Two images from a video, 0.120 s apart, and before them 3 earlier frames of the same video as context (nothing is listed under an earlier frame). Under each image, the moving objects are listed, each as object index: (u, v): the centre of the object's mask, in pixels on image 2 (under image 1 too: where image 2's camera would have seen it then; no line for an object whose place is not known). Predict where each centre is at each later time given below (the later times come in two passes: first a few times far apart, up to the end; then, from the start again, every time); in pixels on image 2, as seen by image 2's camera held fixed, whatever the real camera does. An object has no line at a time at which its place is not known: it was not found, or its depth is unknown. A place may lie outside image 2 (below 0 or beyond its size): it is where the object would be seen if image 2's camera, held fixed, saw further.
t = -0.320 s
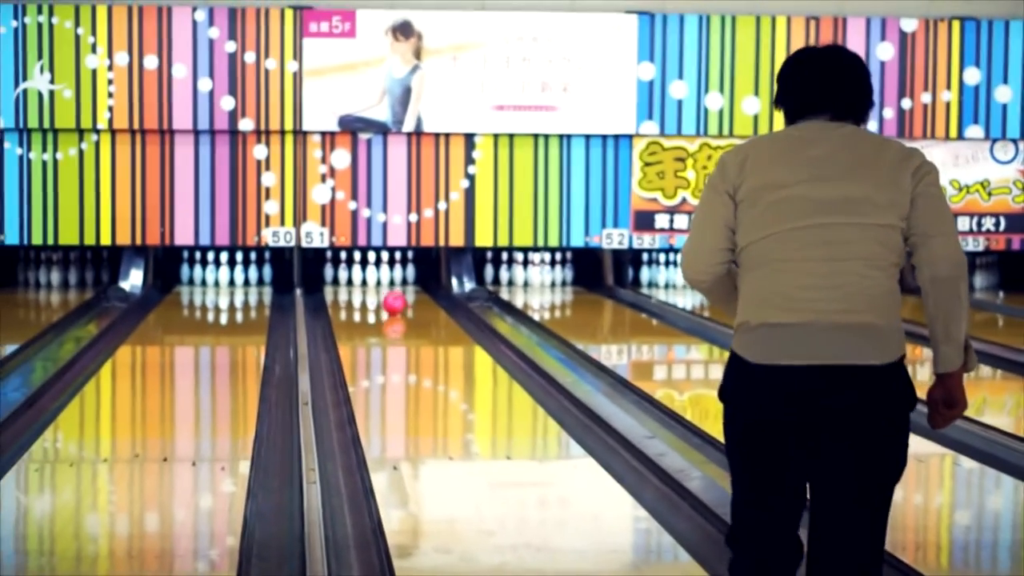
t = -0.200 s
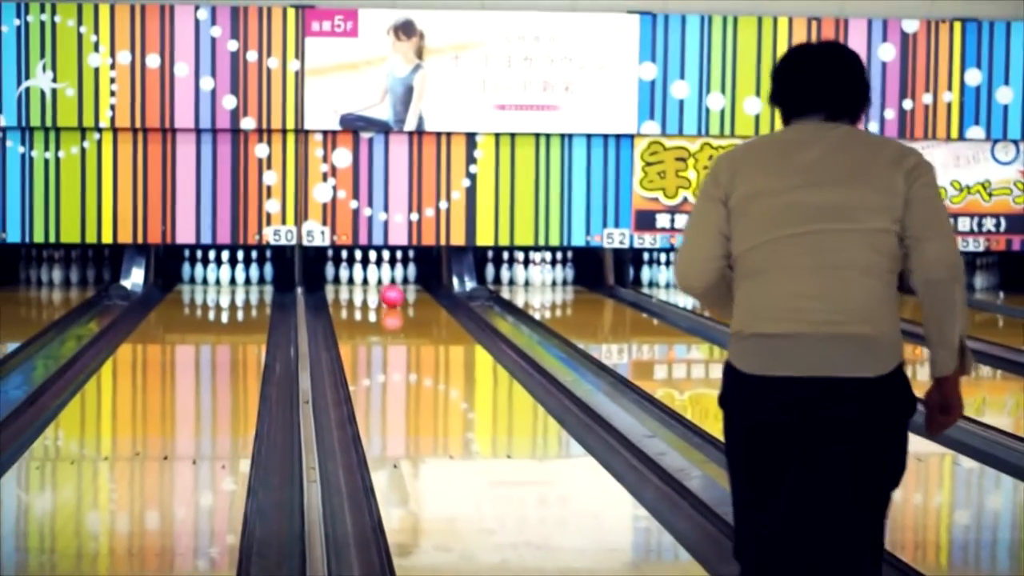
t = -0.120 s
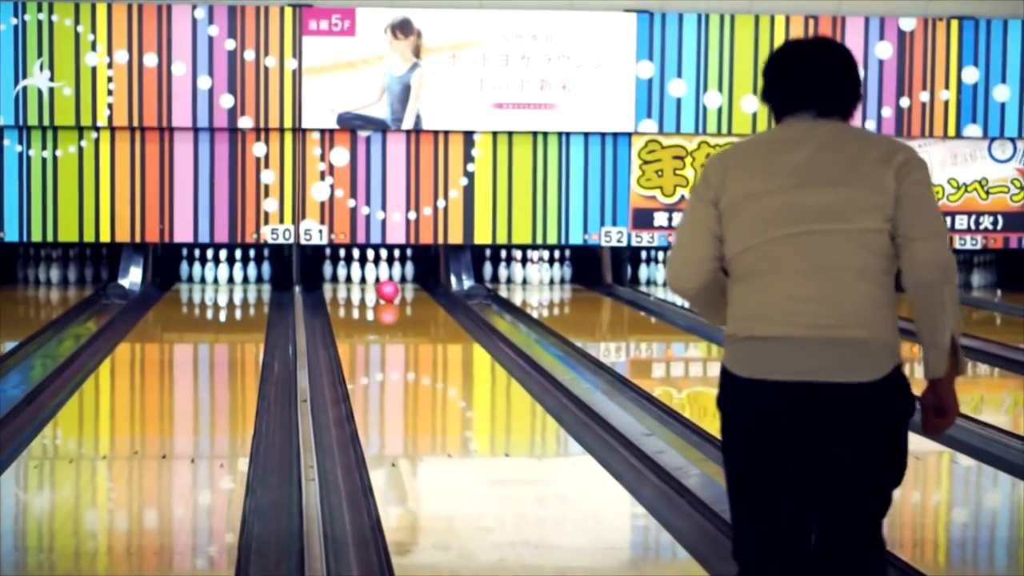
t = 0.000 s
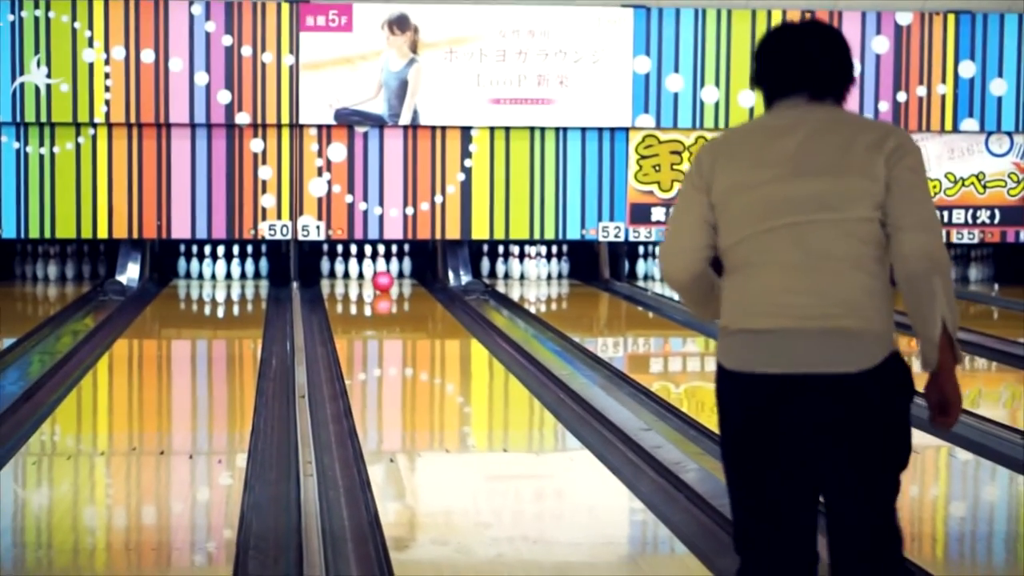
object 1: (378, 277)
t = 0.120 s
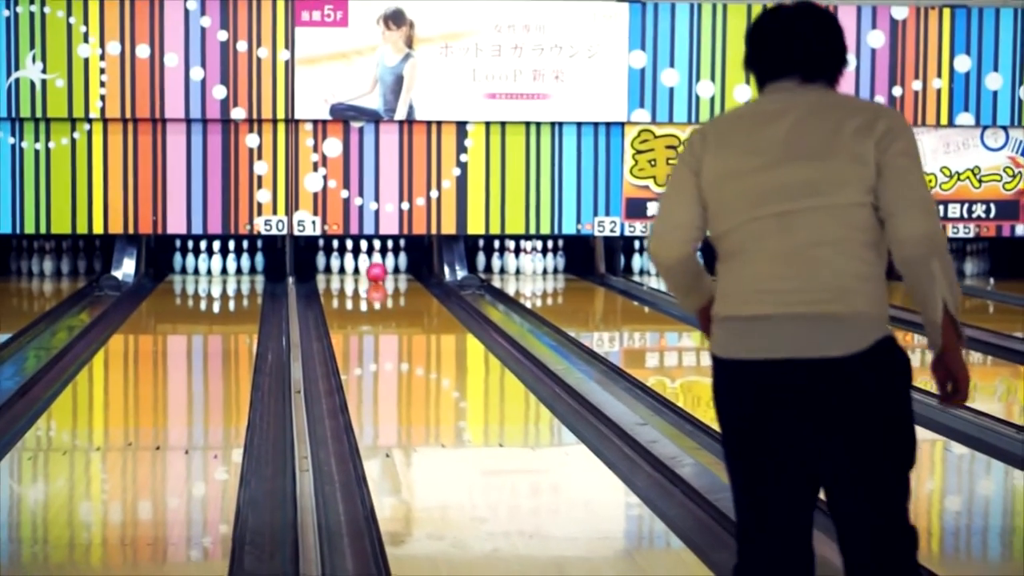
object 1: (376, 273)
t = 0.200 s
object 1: (375, 270)
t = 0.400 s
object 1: (381, 264)
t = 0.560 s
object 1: (384, 263)
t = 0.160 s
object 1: (375, 271)
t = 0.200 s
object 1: (375, 270)
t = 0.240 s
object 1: (374, 268)
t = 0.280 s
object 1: (374, 267)
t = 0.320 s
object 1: (376, 265)
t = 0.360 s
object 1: (378, 264)
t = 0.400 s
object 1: (381, 264)
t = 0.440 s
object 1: (382, 264)
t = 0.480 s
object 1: (383, 263)
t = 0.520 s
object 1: (383, 263)
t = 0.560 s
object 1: (384, 263)
